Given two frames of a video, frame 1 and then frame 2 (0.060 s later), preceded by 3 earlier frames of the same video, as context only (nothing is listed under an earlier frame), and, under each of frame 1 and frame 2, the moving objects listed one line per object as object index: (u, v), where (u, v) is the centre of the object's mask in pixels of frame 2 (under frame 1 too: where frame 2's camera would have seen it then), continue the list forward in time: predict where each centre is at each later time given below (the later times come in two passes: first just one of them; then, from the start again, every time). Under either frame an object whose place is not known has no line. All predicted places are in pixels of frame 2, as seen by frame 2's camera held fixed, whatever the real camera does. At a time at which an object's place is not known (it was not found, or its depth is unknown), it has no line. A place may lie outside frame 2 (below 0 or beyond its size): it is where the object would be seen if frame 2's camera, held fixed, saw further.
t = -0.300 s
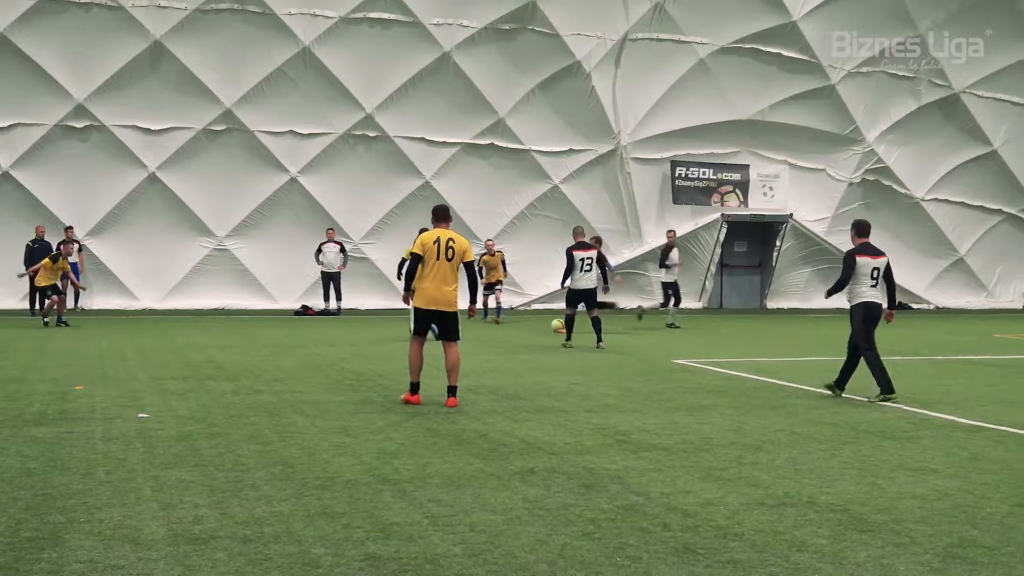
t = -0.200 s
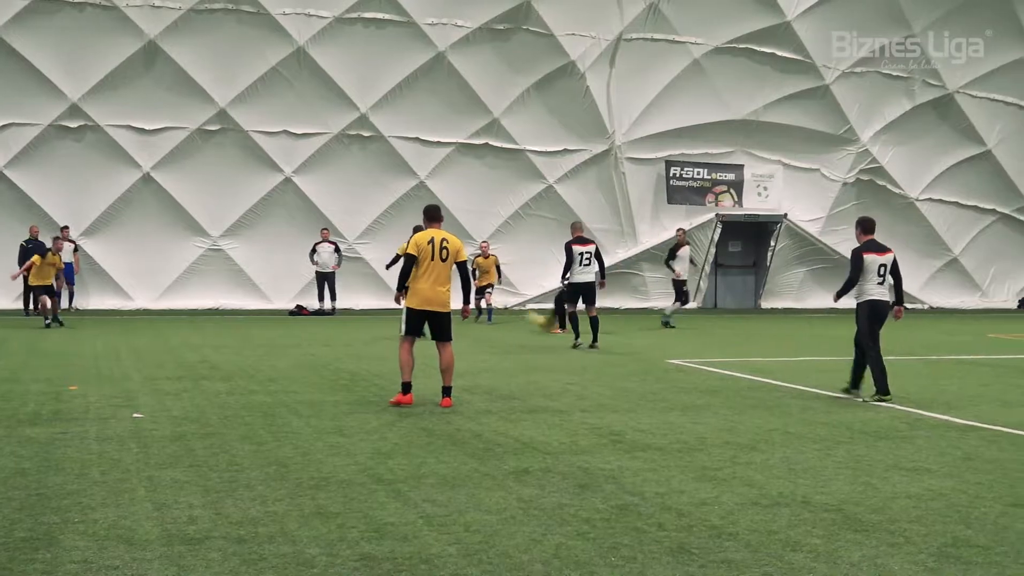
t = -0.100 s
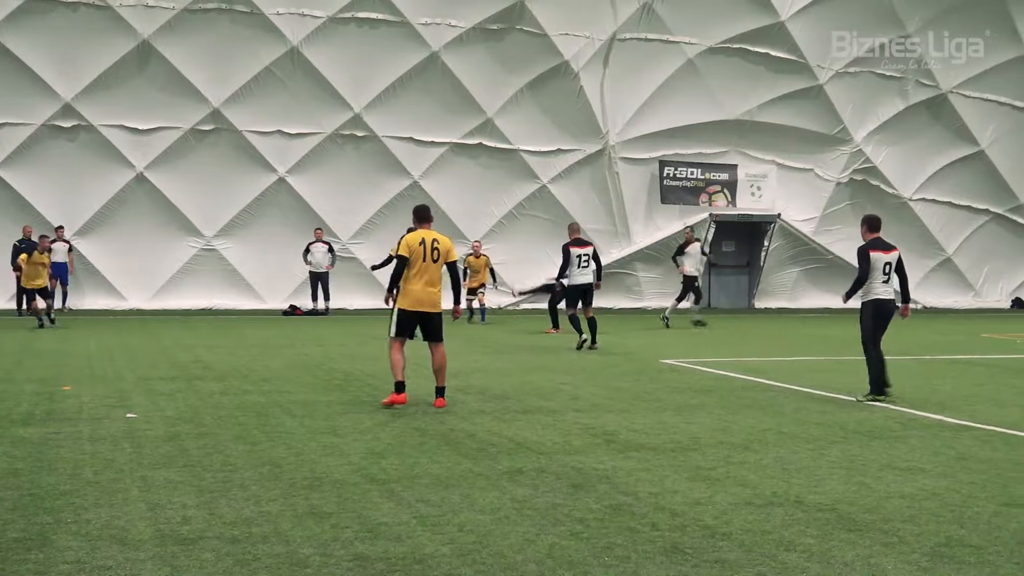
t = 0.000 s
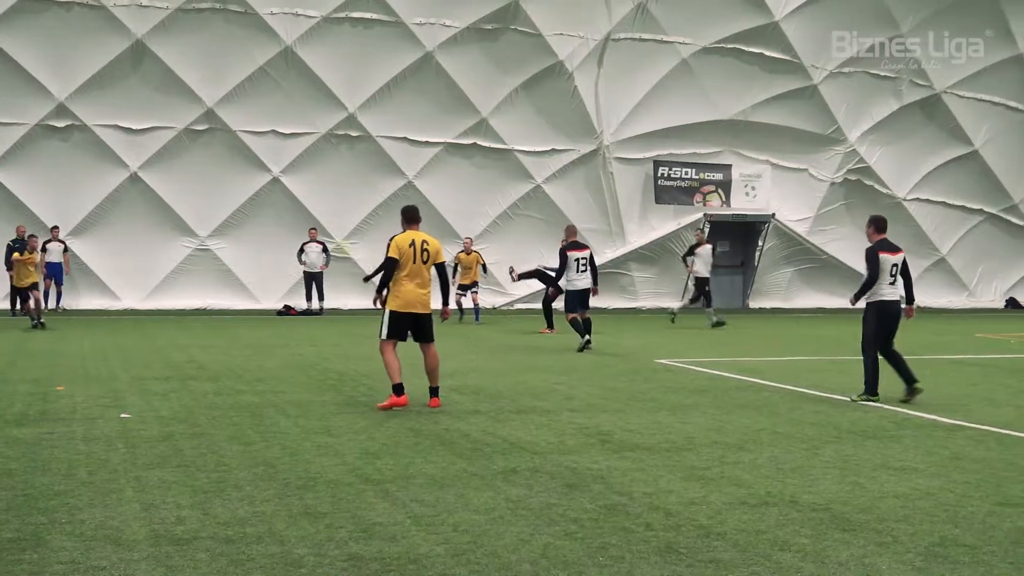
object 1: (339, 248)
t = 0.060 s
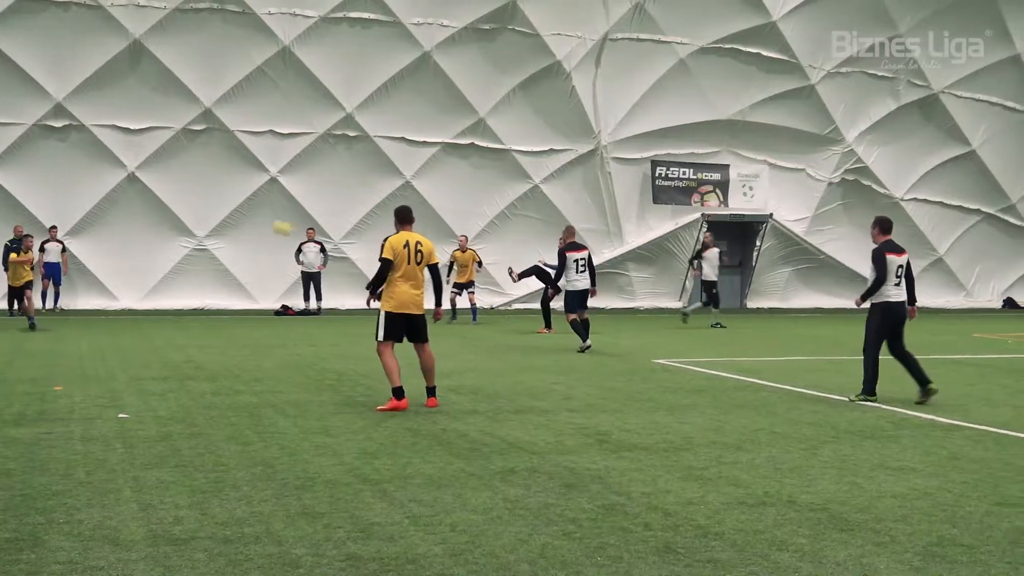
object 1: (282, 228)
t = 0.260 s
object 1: (95, 176)
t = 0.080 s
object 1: (265, 222)
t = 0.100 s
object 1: (247, 215)
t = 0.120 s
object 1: (230, 211)
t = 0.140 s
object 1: (206, 204)
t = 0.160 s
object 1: (189, 201)
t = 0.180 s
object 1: (170, 196)
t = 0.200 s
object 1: (151, 190)
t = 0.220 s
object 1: (134, 184)
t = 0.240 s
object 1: (114, 180)
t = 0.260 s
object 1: (95, 176)
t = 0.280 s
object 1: (77, 171)
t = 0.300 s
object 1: (55, 167)
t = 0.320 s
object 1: (36, 163)
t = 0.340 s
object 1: (17, 158)
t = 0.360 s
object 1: (-3, 155)
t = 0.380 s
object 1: (-23, 151)
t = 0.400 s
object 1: (-45, 147)
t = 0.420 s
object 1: (-67, 143)
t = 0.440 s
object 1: (-87, 140)
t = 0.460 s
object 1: (-110, 137)
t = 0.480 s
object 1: (-132, 134)
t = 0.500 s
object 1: (-155, 131)
